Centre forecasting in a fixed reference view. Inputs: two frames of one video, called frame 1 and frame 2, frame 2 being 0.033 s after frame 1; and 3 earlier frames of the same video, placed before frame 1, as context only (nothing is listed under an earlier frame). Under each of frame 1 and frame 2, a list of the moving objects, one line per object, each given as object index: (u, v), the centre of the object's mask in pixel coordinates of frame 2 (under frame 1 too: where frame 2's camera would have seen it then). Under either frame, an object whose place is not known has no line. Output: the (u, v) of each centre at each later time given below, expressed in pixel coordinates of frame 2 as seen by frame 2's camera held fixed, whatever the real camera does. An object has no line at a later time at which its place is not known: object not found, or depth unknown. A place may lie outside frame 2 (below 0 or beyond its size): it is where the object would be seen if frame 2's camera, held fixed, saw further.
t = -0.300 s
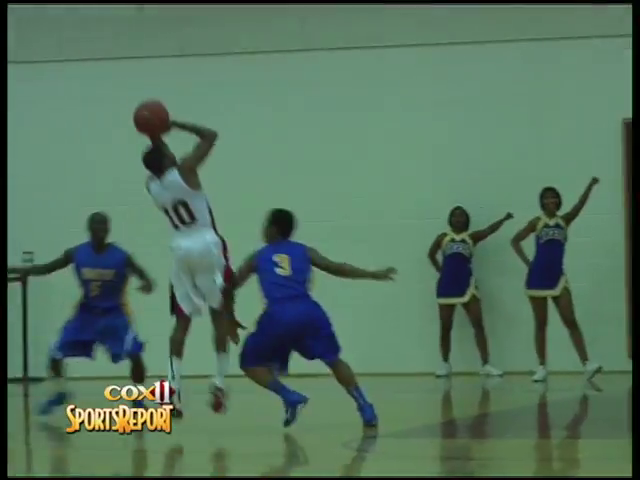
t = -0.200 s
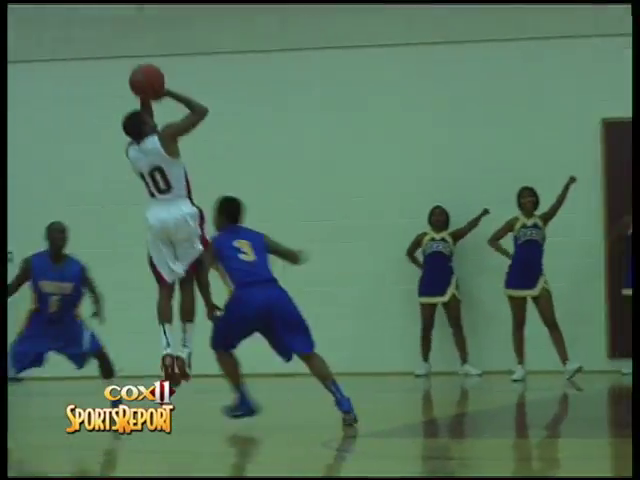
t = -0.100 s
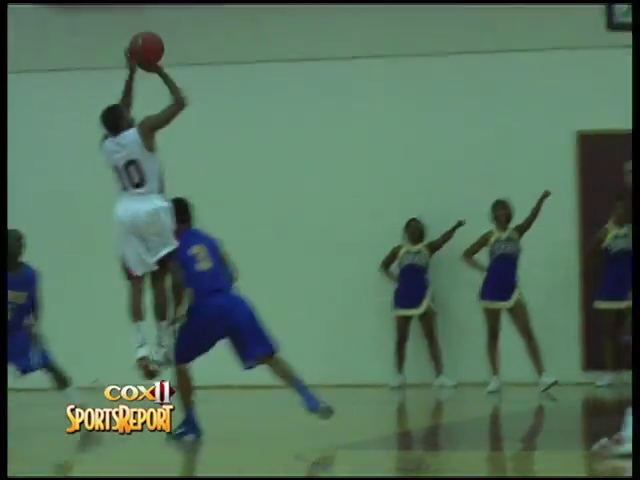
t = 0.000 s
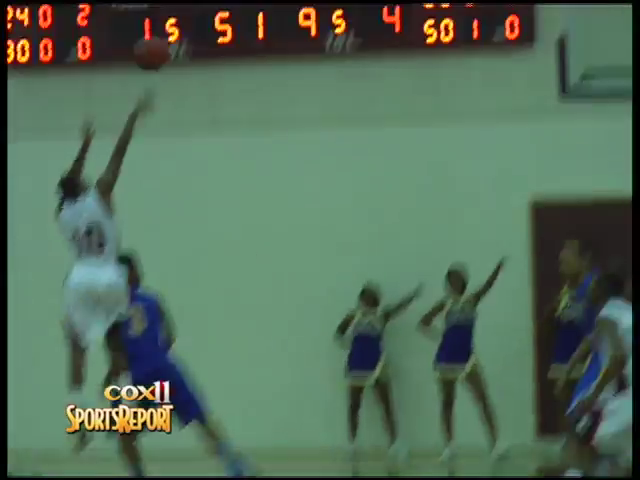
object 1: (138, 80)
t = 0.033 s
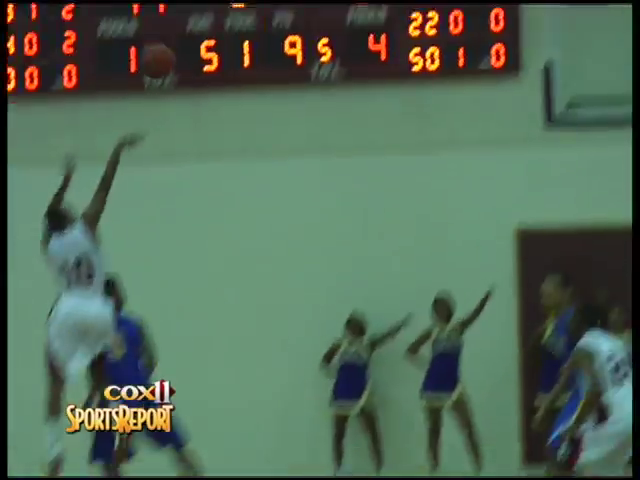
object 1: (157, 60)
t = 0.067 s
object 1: (180, 41)
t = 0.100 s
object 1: (201, 24)
